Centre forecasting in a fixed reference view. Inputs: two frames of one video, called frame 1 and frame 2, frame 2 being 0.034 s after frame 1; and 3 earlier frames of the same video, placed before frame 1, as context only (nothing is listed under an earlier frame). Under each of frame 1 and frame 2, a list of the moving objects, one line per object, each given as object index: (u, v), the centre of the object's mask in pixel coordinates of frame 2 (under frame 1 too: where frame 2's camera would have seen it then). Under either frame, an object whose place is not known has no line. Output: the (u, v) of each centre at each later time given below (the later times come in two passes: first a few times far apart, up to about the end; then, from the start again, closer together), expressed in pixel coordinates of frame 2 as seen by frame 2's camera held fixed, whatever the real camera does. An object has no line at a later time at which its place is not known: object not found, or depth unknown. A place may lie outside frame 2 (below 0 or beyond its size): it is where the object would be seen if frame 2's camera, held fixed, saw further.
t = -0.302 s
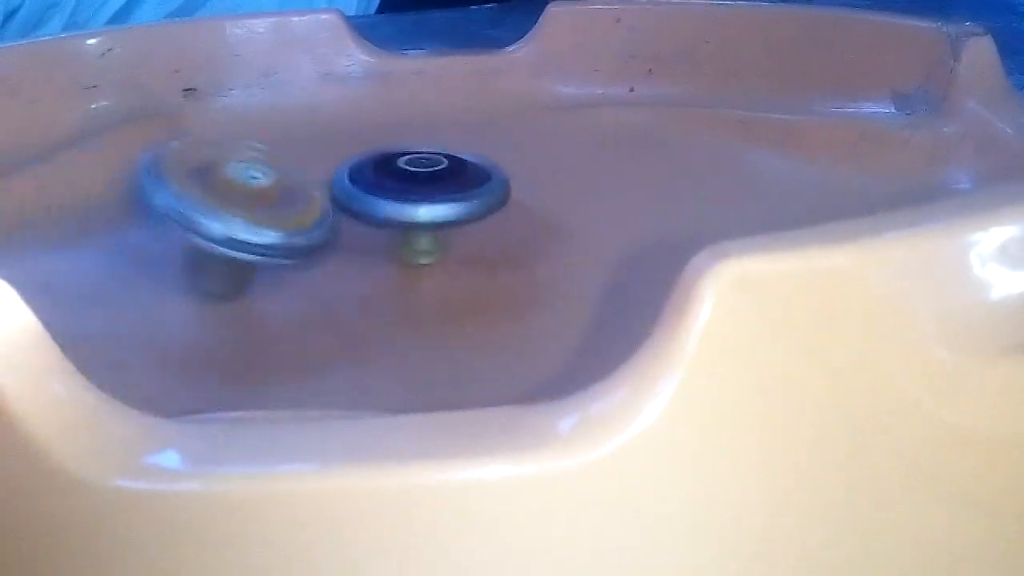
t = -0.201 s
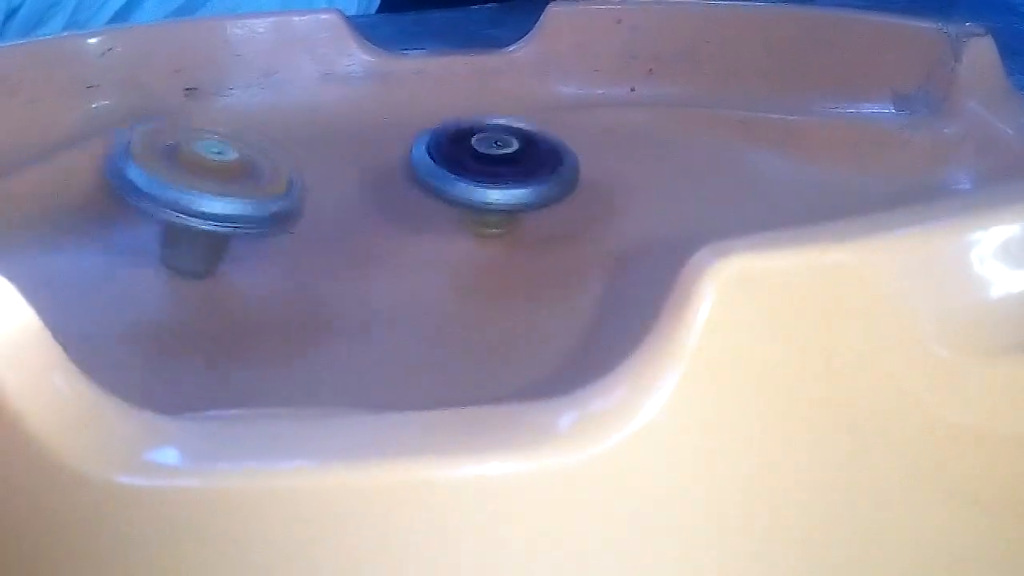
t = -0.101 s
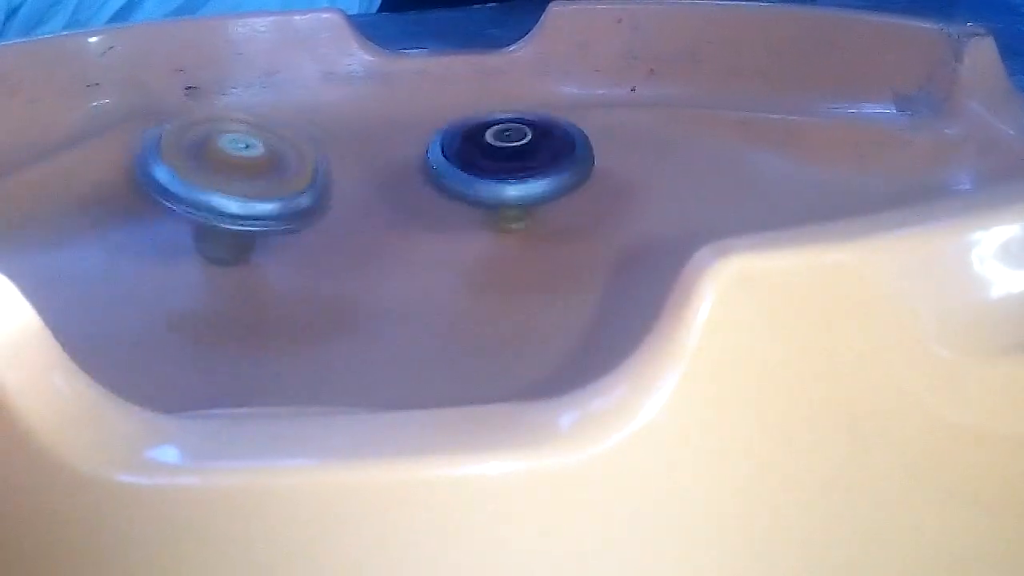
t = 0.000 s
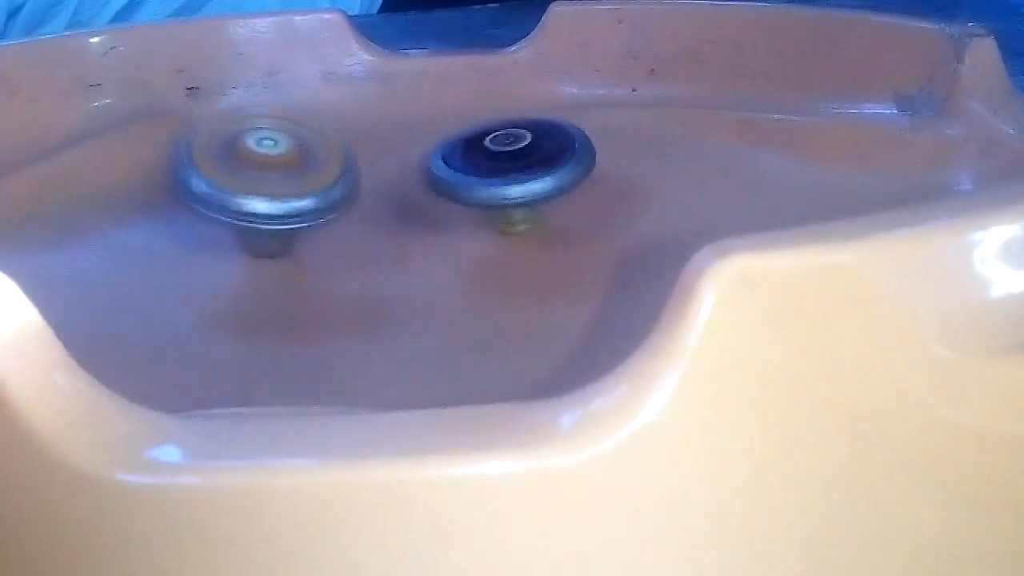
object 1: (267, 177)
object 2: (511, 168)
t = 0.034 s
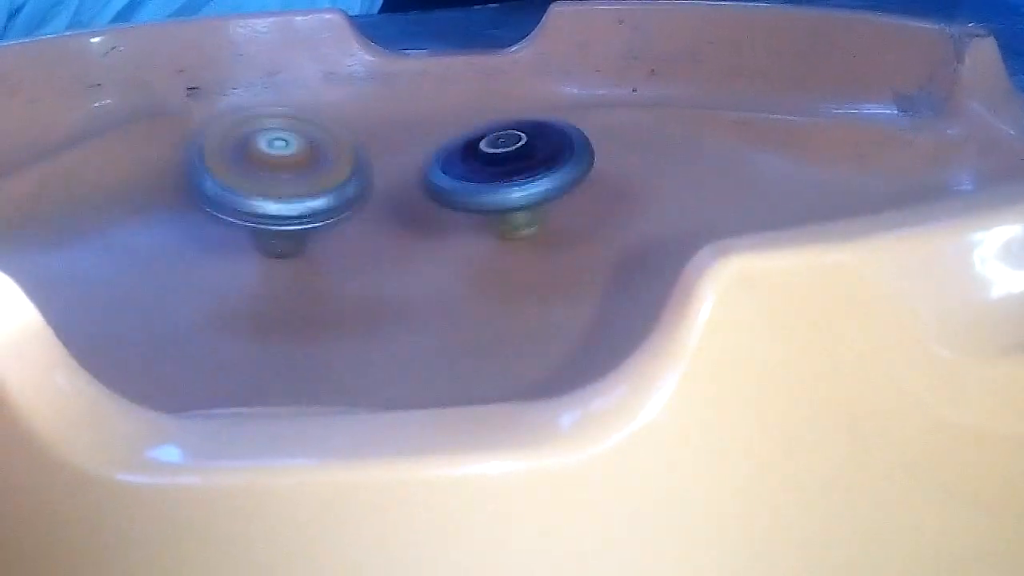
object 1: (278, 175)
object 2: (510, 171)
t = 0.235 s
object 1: (323, 174)
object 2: (490, 205)
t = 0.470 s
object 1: (319, 183)
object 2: (348, 291)
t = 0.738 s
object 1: (311, 205)
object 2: (198, 311)
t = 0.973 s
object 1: (322, 208)
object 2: (180, 261)
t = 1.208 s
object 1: (427, 189)
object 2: (150, 135)
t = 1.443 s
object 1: (460, 185)
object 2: (254, 132)
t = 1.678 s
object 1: (454, 197)
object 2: (419, 124)
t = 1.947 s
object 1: (344, 227)
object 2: (664, 185)
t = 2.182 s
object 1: (267, 214)
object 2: (781, 205)
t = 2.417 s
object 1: (267, 186)
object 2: (578, 270)
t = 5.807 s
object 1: (326, 217)
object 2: (533, 264)
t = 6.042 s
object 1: (323, 219)
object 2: (472, 271)
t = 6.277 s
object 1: (326, 213)
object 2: (436, 286)
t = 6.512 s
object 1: (348, 207)
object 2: (482, 267)
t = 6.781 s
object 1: (364, 210)
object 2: (508, 263)
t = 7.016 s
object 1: (353, 209)
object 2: (450, 275)
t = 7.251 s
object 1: (347, 207)
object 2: (447, 275)
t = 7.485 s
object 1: (362, 201)
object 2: (489, 264)
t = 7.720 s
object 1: (365, 198)
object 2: (471, 269)
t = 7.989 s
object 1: (356, 203)
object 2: (453, 273)
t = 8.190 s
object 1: (348, 201)
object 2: (473, 268)
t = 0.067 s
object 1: (290, 177)
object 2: (506, 175)
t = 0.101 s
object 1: (302, 178)
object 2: (503, 180)
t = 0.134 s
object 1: (315, 179)
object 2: (500, 183)
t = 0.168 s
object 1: (329, 179)
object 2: (498, 189)
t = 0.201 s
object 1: (334, 179)
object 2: (494, 196)
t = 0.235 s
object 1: (323, 174)
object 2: (490, 205)
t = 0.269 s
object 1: (320, 179)
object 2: (479, 218)
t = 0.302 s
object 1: (321, 183)
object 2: (463, 234)
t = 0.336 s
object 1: (319, 183)
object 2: (442, 248)
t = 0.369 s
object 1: (319, 182)
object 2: (419, 260)
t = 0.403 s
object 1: (319, 181)
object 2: (393, 273)
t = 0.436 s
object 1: (318, 182)
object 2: (369, 285)
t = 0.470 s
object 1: (319, 183)
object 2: (348, 291)
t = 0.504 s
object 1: (319, 185)
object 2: (324, 297)
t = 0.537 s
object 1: (318, 186)
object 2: (302, 303)
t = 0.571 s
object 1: (318, 193)
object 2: (280, 306)
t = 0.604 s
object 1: (317, 195)
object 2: (261, 308)
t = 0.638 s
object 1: (316, 199)
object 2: (244, 312)
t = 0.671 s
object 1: (312, 200)
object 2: (227, 310)
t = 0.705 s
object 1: (312, 203)
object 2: (211, 311)
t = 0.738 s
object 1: (311, 205)
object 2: (198, 311)
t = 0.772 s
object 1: (307, 210)
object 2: (191, 308)
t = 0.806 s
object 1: (304, 212)
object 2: (184, 306)
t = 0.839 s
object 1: (302, 213)
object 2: (179, 301)
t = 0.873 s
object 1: (300, 213)
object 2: (182, 296)
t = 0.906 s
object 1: (298, 210)
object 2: (185, 289)
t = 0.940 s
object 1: (301, 209)
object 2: (191, 272)
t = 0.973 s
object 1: (322, 208)
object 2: (180, 261)
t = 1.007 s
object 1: (355, 206)
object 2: (174, 244)
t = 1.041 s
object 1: (387, 200)
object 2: (164, 223)
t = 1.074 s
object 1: (404, 197)
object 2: (160, 207)
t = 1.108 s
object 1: (410, 196)
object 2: (158, 189)
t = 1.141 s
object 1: (415, 194)
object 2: (155, 167)
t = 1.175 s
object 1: (421, 191)
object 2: (151, 152)
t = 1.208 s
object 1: (427, 189)
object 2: (150, 135)
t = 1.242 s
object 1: (431, 187)
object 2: (166, 132)
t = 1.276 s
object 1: (438, 185)
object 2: (187, 130)
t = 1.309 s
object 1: (443, 184)
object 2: (201, 132)
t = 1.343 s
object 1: (448, 184)
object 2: (214, 129)
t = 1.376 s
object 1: (453, 184)
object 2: (227, 130)
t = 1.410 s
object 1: (457, 184)
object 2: (241, 131)
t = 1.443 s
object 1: (460, 185)
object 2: (254, 132)
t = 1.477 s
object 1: (463, 186)
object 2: (270, 131)
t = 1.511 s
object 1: (464, 187)
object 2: (288, 131)
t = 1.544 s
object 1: (464, 189)
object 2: (314, 133)
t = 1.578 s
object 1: (462, 191)
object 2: (342, 132)
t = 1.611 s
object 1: (462, 193)
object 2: (363, 132)
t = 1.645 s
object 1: (459, 194)
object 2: (391, 129)
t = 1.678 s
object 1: (454, 197)
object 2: (419, 124)
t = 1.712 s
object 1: (448, 197)
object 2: (461, 121)
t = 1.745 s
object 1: (431, 207)
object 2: (505, 142)
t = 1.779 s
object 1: (411, 213)
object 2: (533, 158)
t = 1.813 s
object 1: (398, 221)
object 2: (552, 166)
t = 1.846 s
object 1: (386, 224)
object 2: (582, 169)
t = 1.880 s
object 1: (372, 225)
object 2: (610, 176)
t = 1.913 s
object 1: (359, 226)
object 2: (639, 182)
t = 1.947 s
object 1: (344, 227)
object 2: (664, 185)
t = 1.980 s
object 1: (330, 225)
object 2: (696, 190)
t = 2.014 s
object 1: (318, 225)
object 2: (717, 192)
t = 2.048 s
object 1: (306, 225)
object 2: (734, 195)
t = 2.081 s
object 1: (293, 224)
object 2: (748, 200)
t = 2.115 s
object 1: (282, 223)
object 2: (764, 199)
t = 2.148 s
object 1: (274, 219)
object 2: (774, 206)
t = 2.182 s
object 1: (267, 214)
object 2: (781, 205)
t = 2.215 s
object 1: (262, 209)
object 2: (767, 212)
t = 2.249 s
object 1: (260, 206)
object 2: (745, 220)
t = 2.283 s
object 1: (258, 202)
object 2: (722, 229)
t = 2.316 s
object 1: (257, 196)
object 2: (691, 237)
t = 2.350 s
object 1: (259, 193)
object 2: (654, 246)
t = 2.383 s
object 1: (261, 189)
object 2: (617, 269)
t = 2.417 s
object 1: (267, 186)
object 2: (578, 270)
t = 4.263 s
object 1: (318, 191)
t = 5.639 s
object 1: (318, 210)
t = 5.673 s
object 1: (323, 211)
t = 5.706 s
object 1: (323, 212)
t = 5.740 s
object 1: (323, 213)
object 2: (529, 264)
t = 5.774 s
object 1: (328, 215)
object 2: (532, 264)
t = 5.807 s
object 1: (326, 217)
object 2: (533, 264)
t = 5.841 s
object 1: (326, 216)
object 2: (531, 265)
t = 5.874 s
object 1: (326, 217)
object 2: (526, 264)
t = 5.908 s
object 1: (325, 218)
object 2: (519, 265)
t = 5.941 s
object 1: (324, 217)
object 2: (509, 265)
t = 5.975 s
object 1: (325, 218)
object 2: (498, 267)
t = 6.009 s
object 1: (323, 219)
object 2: (485, 269)
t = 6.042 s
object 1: (323, 219)
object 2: (472, 271)
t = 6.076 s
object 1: (323, 219)
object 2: (460, 275)
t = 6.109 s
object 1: (323, 218)
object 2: (448, 276)
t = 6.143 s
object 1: (322, 218)
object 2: (441, 281)
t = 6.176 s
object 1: (324, 217)
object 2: (437, 284)
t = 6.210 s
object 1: (326, 215)
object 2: (436, 286)
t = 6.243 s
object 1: (327, 214)
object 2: (436, 286)
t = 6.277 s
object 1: (326, 213)
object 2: (436, 286)
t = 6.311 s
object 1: (327, 212)
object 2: (436, 285)
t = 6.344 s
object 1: (332, 211)
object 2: (441, 283)
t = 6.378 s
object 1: (334, 211)
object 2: (445, 280)
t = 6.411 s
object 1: (337, 209)
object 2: (450, 278)
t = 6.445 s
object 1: (341, 208)
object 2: (461, 273)
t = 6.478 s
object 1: (344, 208)
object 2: (470, 270)
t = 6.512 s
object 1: (348, 207)
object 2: (482, 267)
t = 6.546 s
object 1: (354, 208)
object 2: (490, 265)
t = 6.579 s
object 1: (354, 206)
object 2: (497, 264)
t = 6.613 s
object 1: (359, 207)
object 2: (504, 263)
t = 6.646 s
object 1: (362, 208)
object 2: (509, 263)
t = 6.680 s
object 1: (363, 209)
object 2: (512, 264)
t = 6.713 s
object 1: (364, 210)
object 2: (512, 263)
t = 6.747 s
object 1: (367, 211)
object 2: (512, 263)
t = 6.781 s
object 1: (364, 210)
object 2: (508, 263)
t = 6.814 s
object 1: (363, 209)
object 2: (502, 264)
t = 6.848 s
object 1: (364, 209)
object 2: (496, 264)
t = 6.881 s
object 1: (362, 208)
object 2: (487, 265)
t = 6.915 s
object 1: (360, 207)
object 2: (478, 268)
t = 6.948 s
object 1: (356, 209)
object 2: (468, 271)
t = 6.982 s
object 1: (355, 209)
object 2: (457, 273)
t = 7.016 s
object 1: (353, 209)
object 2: (450, 275)
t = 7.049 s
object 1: (350, 211)
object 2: (447, 276)
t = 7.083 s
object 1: (350, 209)
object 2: (443, 278)
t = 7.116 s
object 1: (349, 209)
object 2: (442, 279)
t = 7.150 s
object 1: (349, 208)
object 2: (441, 279)
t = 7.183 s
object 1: (349, 207)
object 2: (442, 279)
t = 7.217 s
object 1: (348, 207)
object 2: (444, 278)
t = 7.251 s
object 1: (347, 207)
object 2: (447, 275)
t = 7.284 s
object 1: (349, 205)
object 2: (452, 274)
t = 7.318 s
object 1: (350, 204)
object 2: (459, 271)
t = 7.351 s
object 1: (353, 203)
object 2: (468, 270)
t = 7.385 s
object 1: (355, 202)
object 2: (473, 268)
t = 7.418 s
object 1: (358, 203)
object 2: (480, 267)
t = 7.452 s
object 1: (359, 201)
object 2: (485, 265)
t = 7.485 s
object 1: (362, 201)
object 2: (489, 264)
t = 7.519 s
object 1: (364, 201)
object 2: (491, 264)
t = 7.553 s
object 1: (365, 199)
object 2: (492, 264)
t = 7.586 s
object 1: (366, 199)
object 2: (489, 265)
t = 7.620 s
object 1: (365, 199)
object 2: (488, 265)
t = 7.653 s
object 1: (365, 199)
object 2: (482, 266)
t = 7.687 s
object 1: (367, 198)
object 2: (476, 268)
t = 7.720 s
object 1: (365, 198)
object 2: (471, 269)
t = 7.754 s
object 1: (365, 197)
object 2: (465, 270)
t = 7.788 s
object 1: (366, 197)
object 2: (457, 272)
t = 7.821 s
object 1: (365, 198)
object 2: (453, 273)
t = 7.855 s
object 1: (362, 199)
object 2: (448, 274)
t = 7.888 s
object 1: (362, 198)
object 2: (447, 275)
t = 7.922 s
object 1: (360, 200)
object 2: (446, 275)
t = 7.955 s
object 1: (357, 201)
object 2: (448, 274)
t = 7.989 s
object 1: (356, 203)
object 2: (453, 273)
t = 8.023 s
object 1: (355, 204)
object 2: (458, 271)
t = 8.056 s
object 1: (354, 202)
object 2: (461, 269)
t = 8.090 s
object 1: (351, 203)
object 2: (466, 269)
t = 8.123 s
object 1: (349, 202)
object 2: (469, 268)
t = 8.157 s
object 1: (348, 202)
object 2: (471, 268)
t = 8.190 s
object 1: (348, 201)
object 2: (473, 268)
